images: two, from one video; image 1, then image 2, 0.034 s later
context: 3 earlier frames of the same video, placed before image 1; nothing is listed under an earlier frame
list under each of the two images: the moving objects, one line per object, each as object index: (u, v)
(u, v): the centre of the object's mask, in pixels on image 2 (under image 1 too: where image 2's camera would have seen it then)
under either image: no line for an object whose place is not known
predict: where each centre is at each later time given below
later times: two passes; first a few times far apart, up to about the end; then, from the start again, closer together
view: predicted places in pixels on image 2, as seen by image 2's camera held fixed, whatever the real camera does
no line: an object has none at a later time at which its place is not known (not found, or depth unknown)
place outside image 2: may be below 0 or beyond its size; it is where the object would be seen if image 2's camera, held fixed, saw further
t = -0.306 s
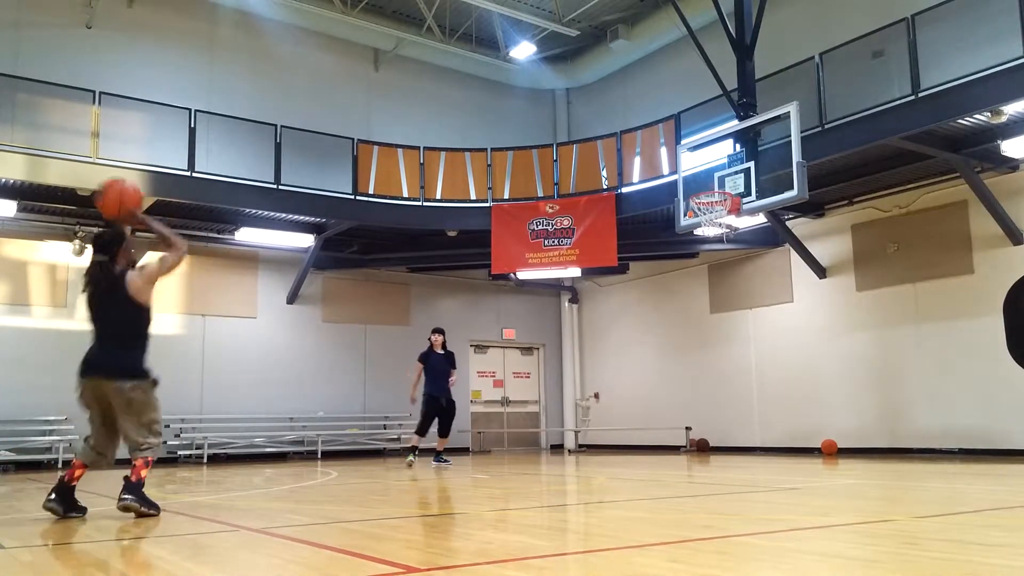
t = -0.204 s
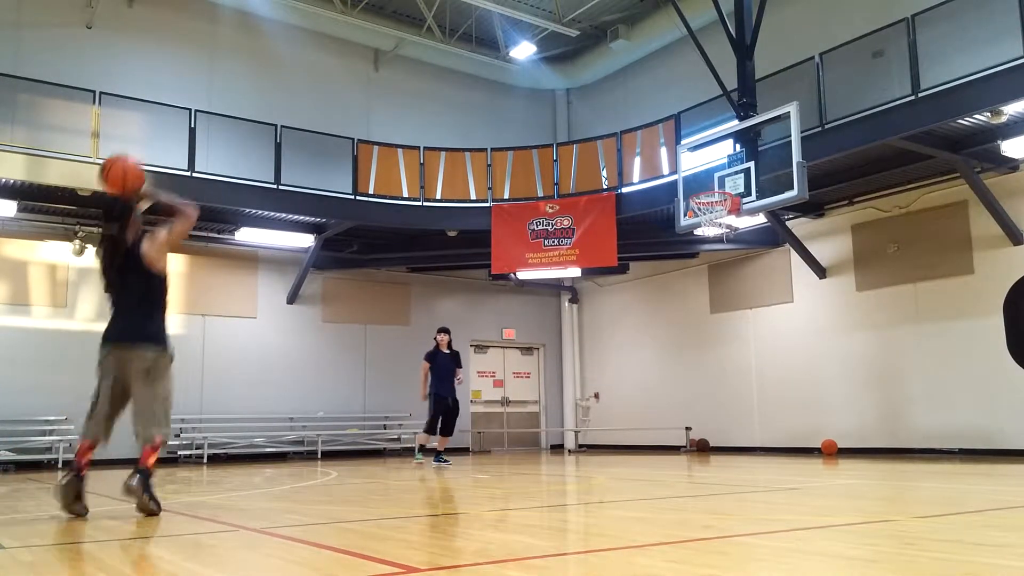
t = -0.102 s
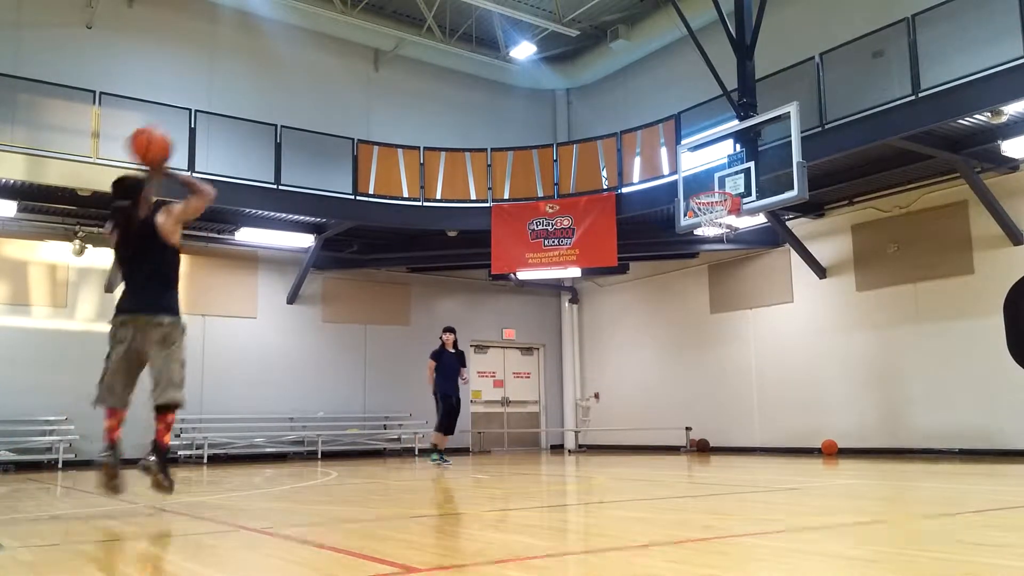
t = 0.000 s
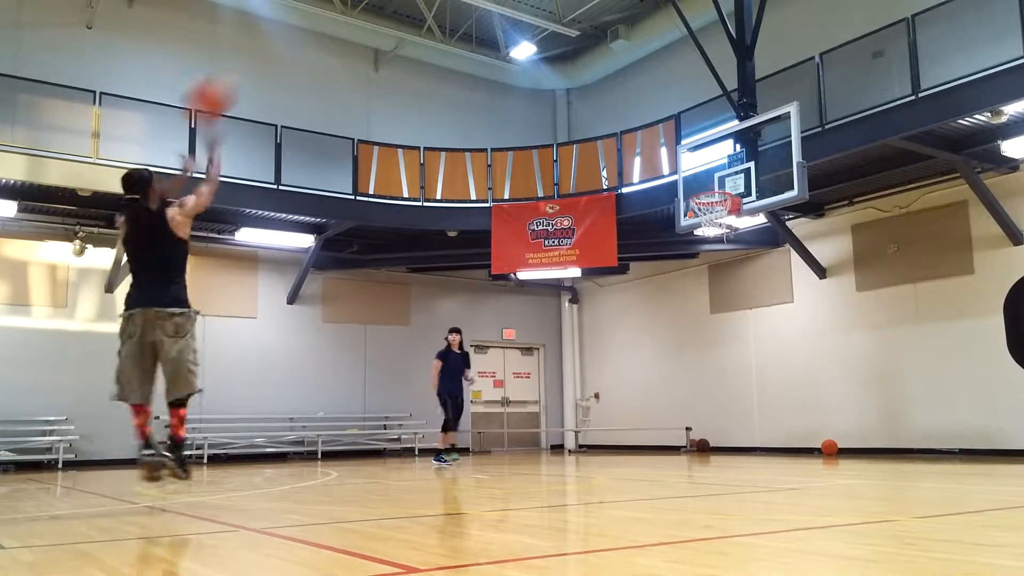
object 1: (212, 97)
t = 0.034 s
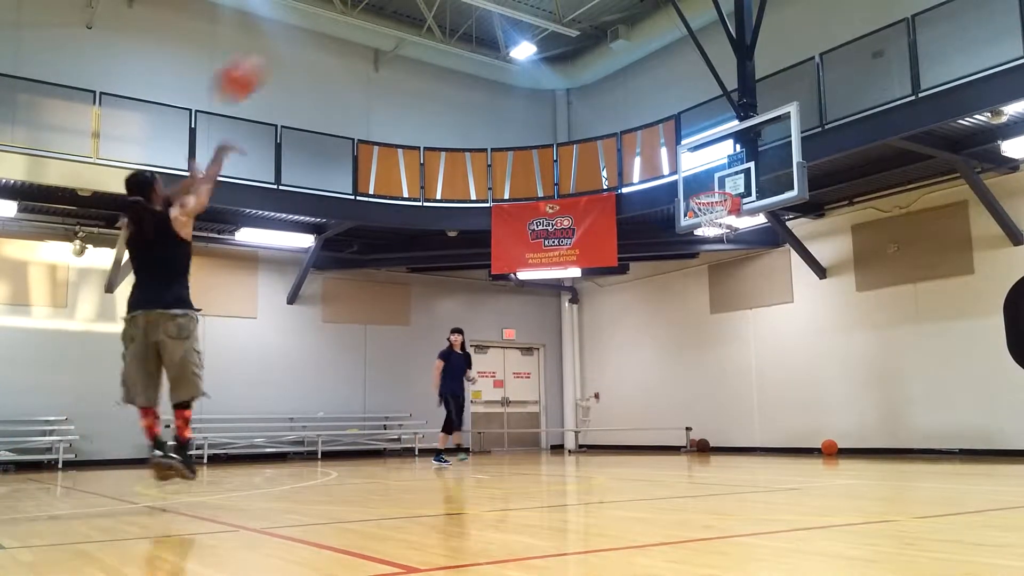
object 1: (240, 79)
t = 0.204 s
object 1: (361, 15)
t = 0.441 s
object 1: (487, 3)
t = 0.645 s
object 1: (569, 22)
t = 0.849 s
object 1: (636, 81)
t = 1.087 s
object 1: (704, 181)
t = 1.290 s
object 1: (705, 207)
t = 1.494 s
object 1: (706, 223)
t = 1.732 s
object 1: (722, 242)
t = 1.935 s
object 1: (734, 286)
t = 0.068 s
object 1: (265, 62)
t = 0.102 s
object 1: (292, 46)
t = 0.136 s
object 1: (317, 33)
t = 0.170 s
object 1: (341, 22)
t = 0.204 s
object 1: (361, 15)
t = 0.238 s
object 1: (382, 11)
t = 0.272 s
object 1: (400, 9)
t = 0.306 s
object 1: (418, 6)
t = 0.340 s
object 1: (437, 4)
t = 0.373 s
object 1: (455, 3)
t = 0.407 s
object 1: (470, 3)
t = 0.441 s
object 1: (487, 3)
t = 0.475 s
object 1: (500, 4)
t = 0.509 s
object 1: (515, 6)
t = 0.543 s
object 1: (529, 7)
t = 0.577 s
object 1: (545, 11)
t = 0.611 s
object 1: (556, 14)
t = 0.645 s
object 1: (569, 22)
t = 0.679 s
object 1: (581, 30)
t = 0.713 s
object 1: (592, 38)
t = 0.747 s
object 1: (603, 46)
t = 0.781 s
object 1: (615, 58)
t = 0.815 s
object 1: (627, 70)
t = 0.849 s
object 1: (636, 81)
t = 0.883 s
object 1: (647, 94)
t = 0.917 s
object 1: (656, 107)
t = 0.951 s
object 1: (667, 121)
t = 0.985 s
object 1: (673, 133)
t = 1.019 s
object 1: (684, 149)
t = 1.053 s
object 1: (696, 175)
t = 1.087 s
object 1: (704, 181)
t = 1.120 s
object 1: (708, 193)
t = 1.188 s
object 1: (710, 210)
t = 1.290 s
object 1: (705, 207)
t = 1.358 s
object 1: (706, 210)
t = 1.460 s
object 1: (707, 219)
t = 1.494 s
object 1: (706, 223)
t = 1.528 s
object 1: (708, 227)
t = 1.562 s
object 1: (711, 233)
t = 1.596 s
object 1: (713, 234)
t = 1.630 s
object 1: (715, 234)
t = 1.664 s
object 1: (716, 237)
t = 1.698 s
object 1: (719, 238)
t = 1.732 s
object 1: (722, 242)
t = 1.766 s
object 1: (724, 245)
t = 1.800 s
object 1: (726, 250)
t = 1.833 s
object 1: (727, 257)
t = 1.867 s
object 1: (730, 268)
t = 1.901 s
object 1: (732, 275)
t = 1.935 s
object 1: (734, 286)
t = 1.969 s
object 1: (735, 297)
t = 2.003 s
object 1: (737, 310)
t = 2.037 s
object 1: (738, 322)
